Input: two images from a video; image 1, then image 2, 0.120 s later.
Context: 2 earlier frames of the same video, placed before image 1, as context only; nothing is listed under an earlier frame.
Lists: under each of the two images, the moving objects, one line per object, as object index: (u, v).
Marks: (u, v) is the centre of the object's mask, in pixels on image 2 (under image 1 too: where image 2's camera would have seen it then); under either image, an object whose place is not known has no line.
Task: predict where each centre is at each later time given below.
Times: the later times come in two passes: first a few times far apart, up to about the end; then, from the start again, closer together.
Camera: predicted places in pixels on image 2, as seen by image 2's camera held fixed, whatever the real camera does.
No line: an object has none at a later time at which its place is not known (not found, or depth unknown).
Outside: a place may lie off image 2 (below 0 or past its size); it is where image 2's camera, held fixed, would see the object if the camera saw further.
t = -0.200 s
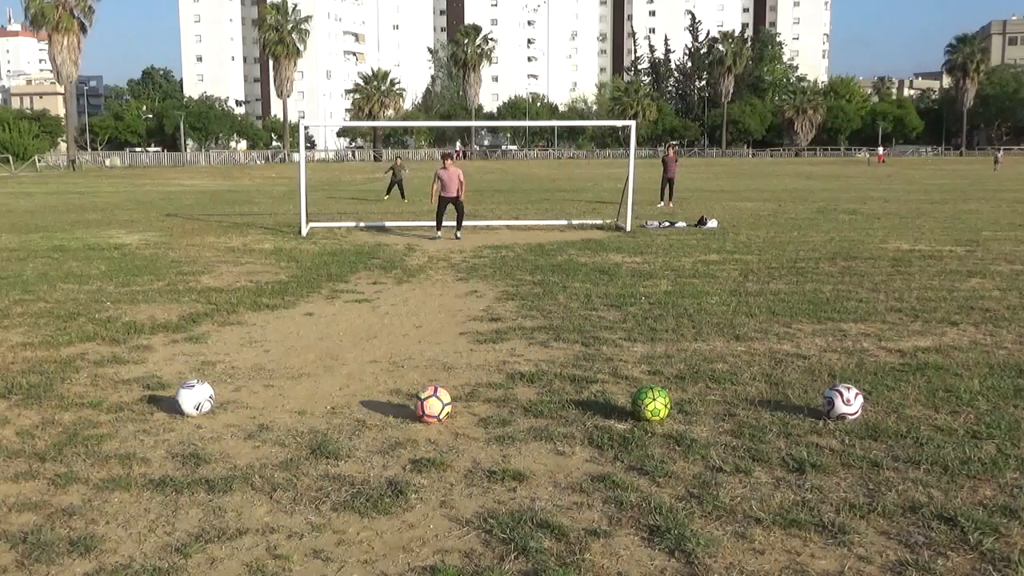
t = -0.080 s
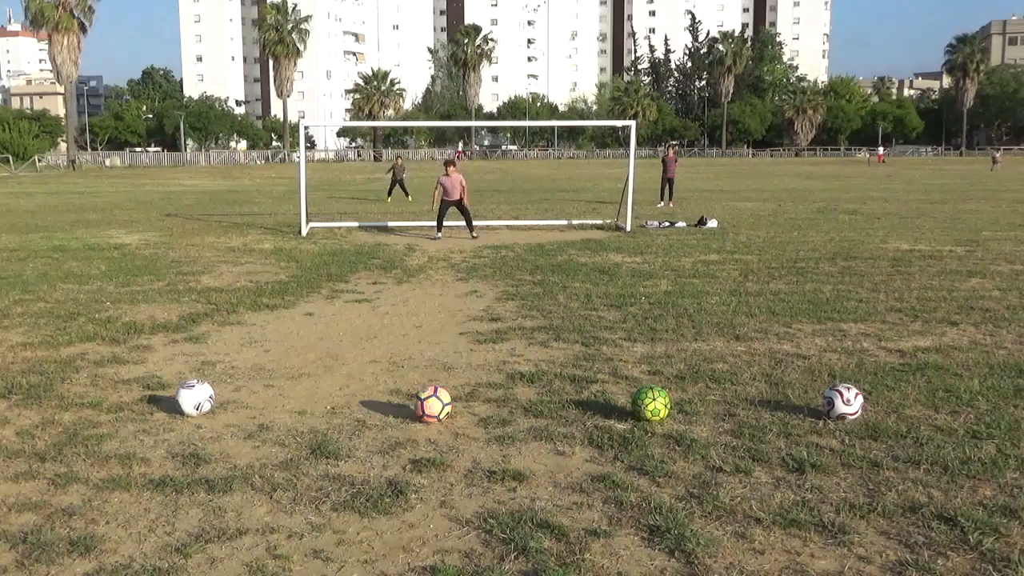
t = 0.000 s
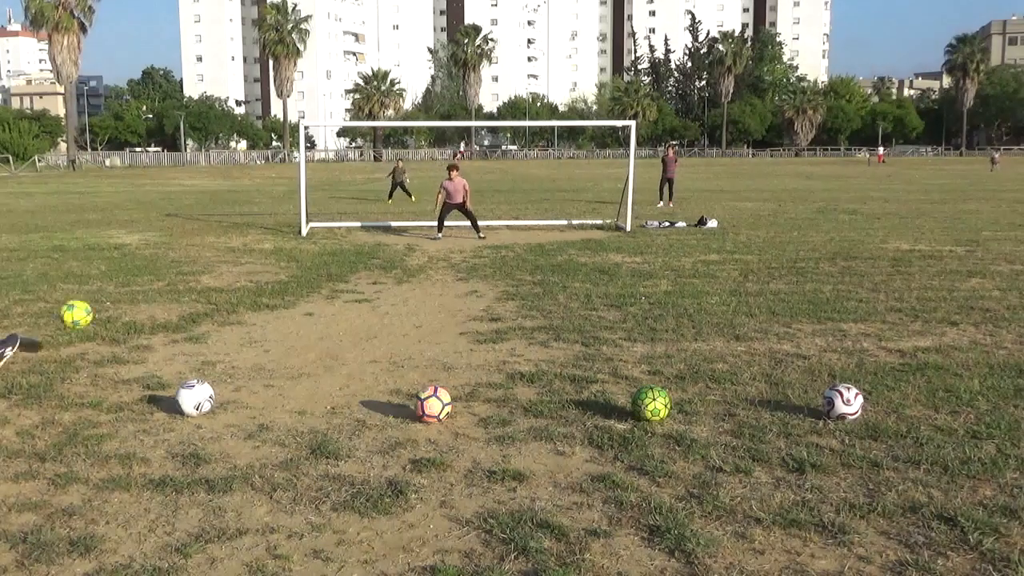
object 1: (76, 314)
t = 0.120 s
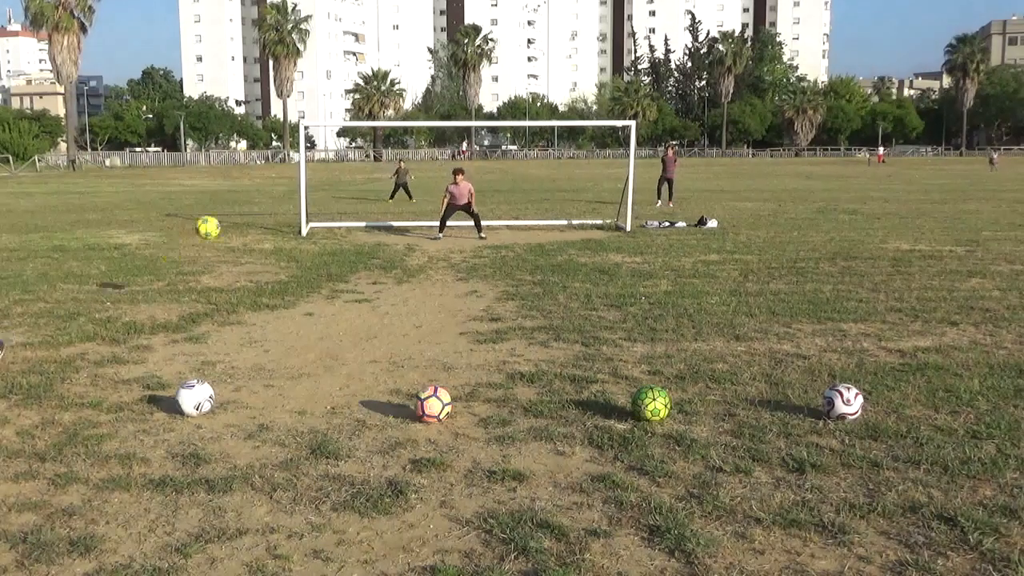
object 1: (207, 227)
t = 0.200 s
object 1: (265, 194)
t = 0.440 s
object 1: (360, 151)
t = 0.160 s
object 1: (239, 209)
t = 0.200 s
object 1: (265, 194)
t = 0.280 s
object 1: (306, 172)
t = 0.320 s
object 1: (322, 164)
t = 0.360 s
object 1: (337, 158)
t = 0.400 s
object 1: (350, 154)
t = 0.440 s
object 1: (360, 151)
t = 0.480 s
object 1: (369, 148)
